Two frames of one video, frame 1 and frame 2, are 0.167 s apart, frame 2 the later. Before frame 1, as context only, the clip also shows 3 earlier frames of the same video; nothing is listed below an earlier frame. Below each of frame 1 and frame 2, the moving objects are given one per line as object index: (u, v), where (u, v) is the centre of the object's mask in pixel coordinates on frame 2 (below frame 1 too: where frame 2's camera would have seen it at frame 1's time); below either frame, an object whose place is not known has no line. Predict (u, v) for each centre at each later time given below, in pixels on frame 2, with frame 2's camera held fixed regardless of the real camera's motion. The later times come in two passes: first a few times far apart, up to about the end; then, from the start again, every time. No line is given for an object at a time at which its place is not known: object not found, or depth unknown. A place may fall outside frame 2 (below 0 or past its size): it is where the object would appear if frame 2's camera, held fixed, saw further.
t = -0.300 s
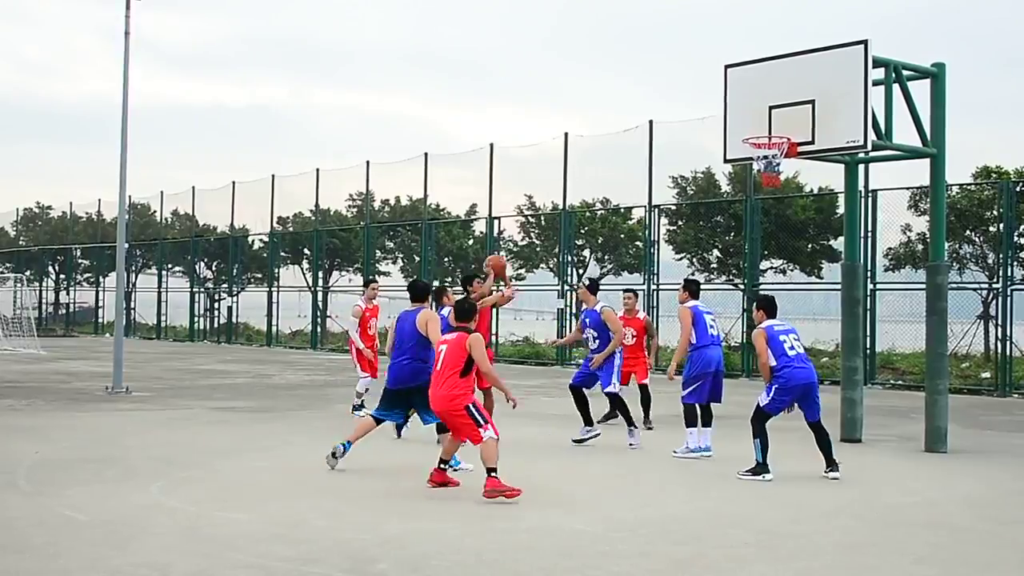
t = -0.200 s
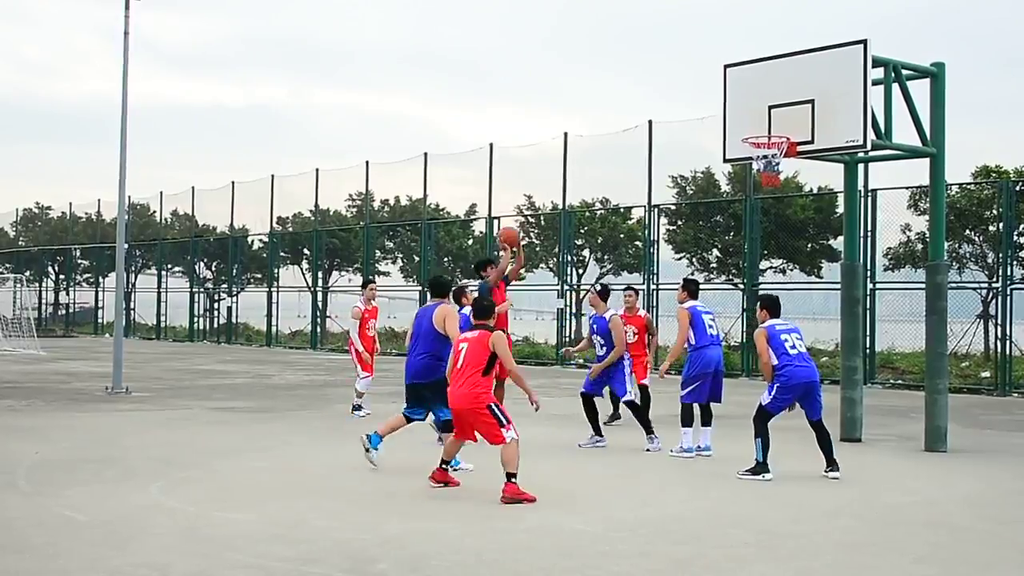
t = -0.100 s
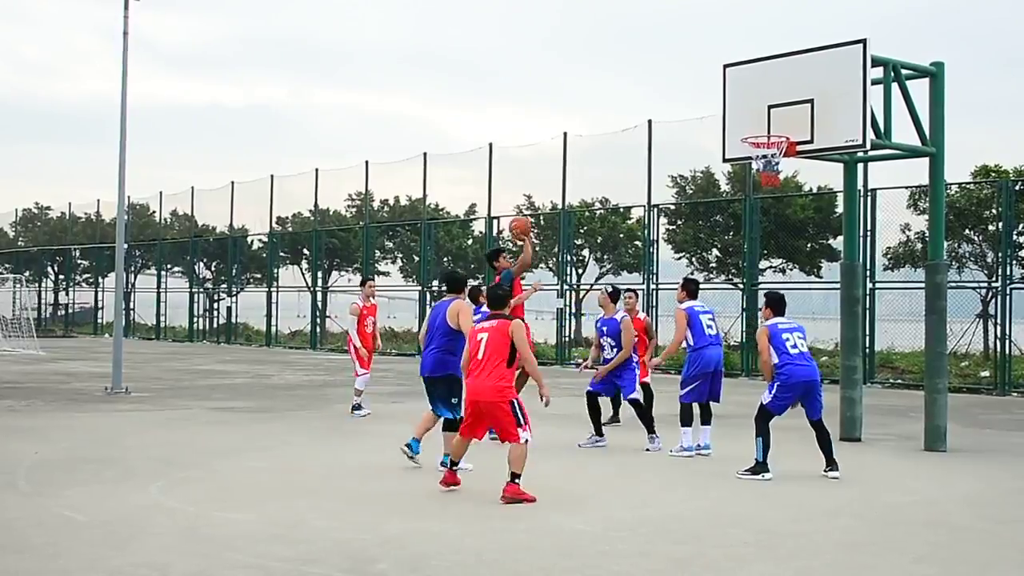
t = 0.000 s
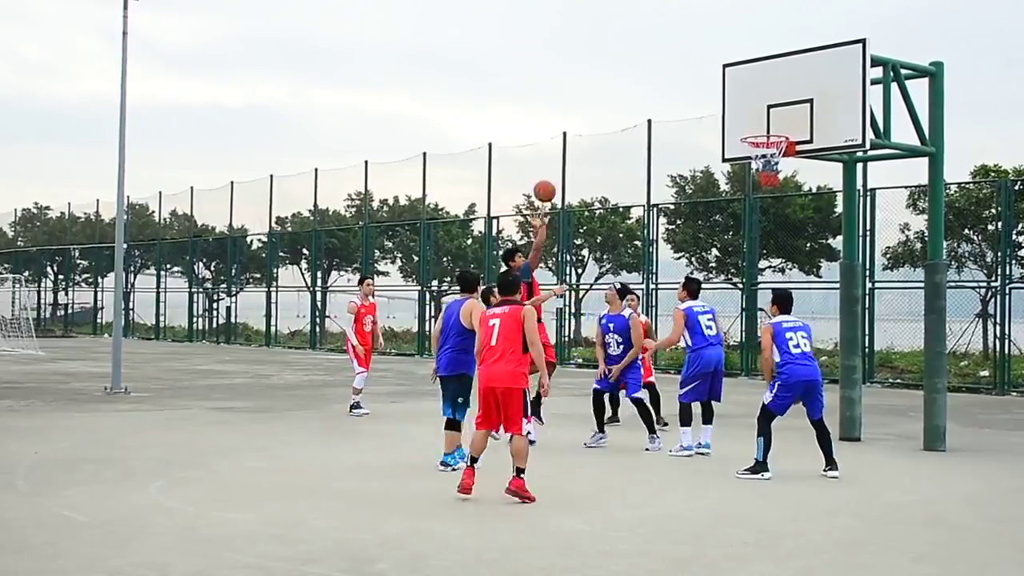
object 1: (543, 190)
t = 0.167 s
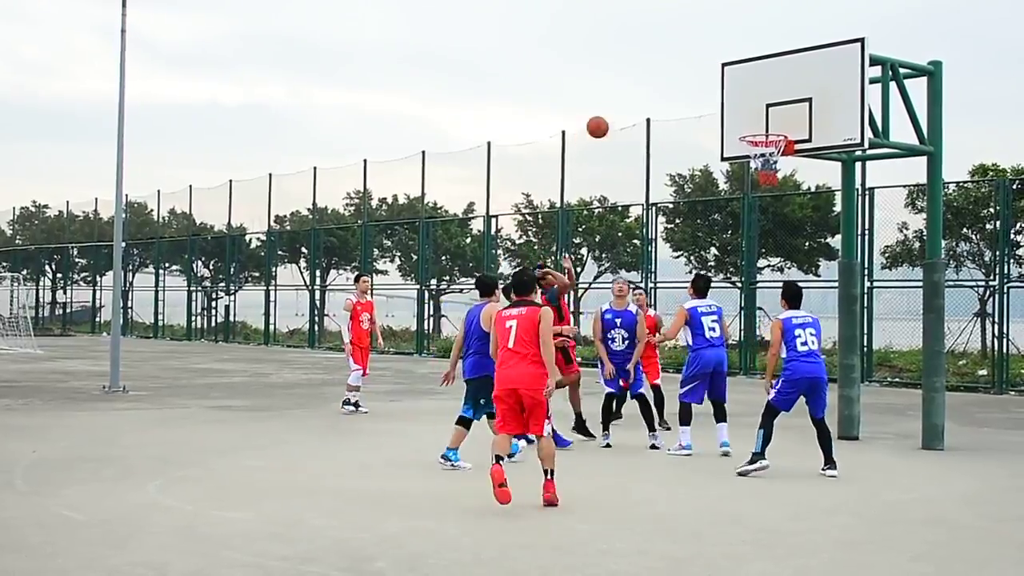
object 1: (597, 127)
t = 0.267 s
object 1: (630, 101)
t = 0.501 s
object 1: (708, 78)
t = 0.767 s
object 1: (752, 106)
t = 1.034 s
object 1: (770, 128)
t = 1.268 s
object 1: (756, 128)
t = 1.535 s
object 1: (763, 166)
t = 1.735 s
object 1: (772, 205)
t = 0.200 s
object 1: (608, 117)
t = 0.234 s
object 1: (619, 109)
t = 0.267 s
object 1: (630, 101)
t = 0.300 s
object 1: (641, 95)
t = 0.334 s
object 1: (652, 89)
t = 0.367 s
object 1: (663, 85)
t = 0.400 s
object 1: (675, 82)
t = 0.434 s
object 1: (687, 80)
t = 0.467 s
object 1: (697, 79)
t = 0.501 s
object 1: (708, 78)
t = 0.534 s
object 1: (719, 79)
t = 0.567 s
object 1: (729, 81)
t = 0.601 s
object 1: (740, 84)
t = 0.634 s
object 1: (752, 87)
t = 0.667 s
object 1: (752, 90)
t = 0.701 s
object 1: (752, 94)
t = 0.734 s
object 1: (752, 100)
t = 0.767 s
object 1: (752, 106)
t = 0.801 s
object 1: (752, 114)
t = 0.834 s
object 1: (752, 122)
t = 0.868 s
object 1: (753, 130)
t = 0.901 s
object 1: (759, 126)
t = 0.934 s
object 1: (765, 127)
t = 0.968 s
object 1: (771, 130)
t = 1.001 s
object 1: (776, 128)
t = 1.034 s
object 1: (770, 128)
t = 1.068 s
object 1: (765, 127)
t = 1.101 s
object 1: (760, 127)
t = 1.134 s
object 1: (755, 129)
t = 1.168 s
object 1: (754, 129)
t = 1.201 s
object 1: (755, 128)
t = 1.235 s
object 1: (755, 128)
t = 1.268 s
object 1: (756, 128)
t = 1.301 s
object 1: (756, 129)
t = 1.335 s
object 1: (756, 131)
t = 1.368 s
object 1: (758, 136)
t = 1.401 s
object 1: (758, 146)
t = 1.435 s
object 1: (758, 152)
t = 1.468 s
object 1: (759, 160)
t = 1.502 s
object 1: (760, 163)
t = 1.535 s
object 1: (763, 166)
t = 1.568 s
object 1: (764, 169)
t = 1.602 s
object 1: (765, 173)
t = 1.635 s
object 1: (767, 179)
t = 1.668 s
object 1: (769, 187)
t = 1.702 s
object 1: (771, 196)
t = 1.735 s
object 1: (772, 205)
